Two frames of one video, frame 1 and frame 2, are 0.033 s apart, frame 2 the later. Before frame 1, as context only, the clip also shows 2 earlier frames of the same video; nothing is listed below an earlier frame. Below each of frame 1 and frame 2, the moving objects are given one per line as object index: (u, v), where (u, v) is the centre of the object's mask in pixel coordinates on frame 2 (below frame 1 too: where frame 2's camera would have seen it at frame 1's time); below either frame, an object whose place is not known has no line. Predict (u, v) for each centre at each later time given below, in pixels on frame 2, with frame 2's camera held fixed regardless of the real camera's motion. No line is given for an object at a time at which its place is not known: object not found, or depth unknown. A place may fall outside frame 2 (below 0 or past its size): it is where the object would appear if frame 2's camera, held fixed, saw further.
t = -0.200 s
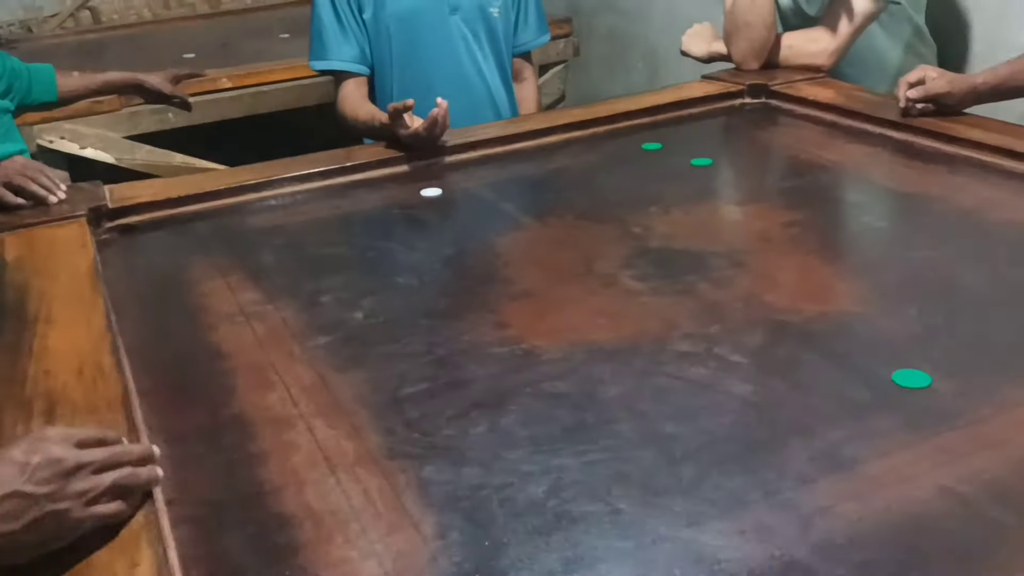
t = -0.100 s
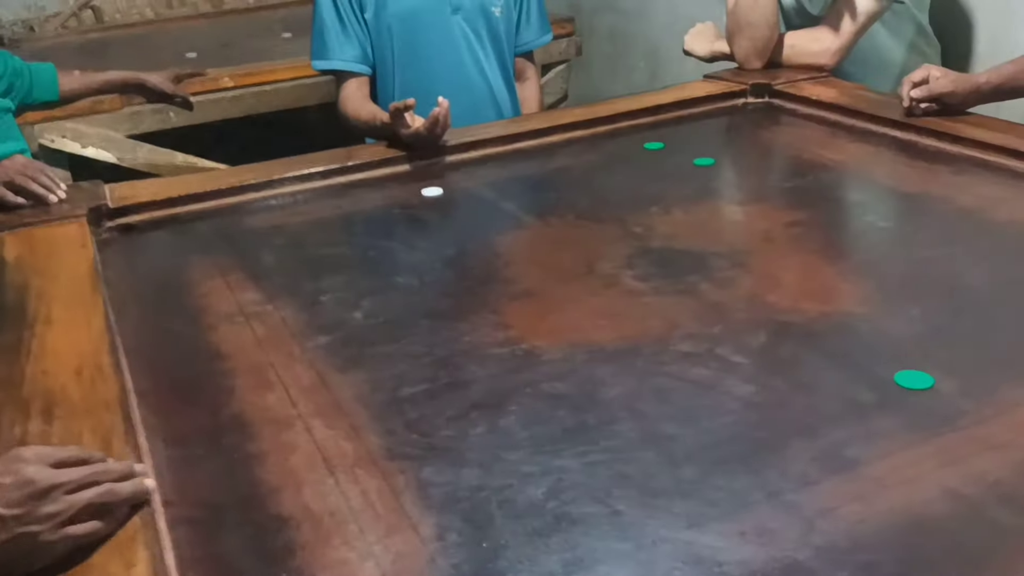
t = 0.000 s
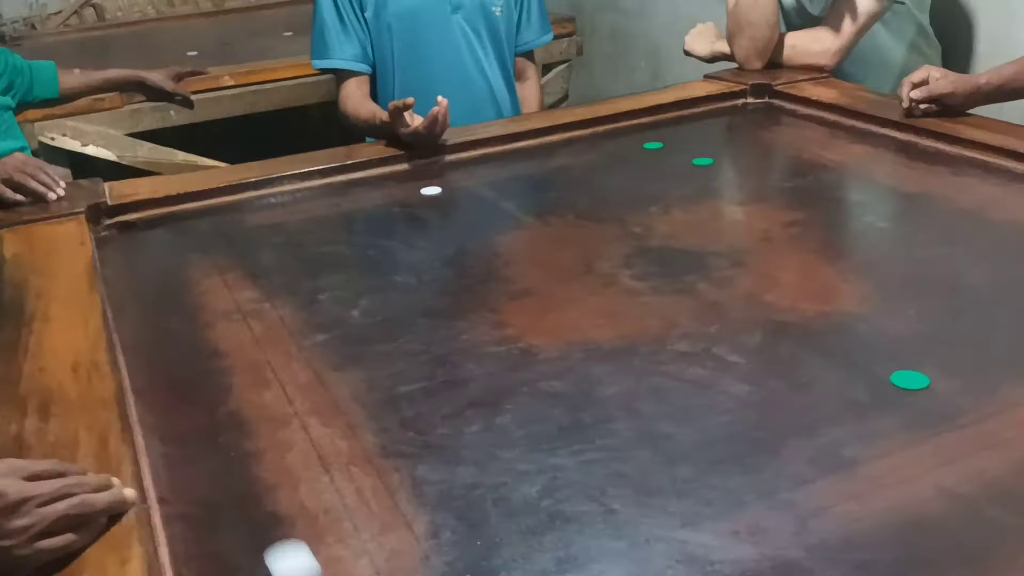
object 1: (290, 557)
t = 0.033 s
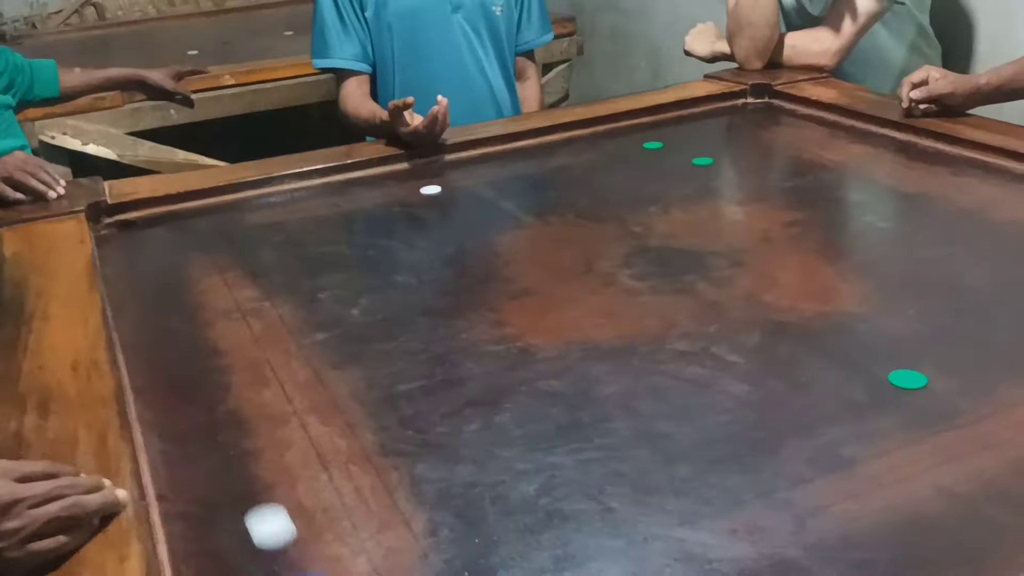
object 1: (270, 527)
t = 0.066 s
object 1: (253, 495)
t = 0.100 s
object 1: (237, 467)
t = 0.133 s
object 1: (223, 441)
